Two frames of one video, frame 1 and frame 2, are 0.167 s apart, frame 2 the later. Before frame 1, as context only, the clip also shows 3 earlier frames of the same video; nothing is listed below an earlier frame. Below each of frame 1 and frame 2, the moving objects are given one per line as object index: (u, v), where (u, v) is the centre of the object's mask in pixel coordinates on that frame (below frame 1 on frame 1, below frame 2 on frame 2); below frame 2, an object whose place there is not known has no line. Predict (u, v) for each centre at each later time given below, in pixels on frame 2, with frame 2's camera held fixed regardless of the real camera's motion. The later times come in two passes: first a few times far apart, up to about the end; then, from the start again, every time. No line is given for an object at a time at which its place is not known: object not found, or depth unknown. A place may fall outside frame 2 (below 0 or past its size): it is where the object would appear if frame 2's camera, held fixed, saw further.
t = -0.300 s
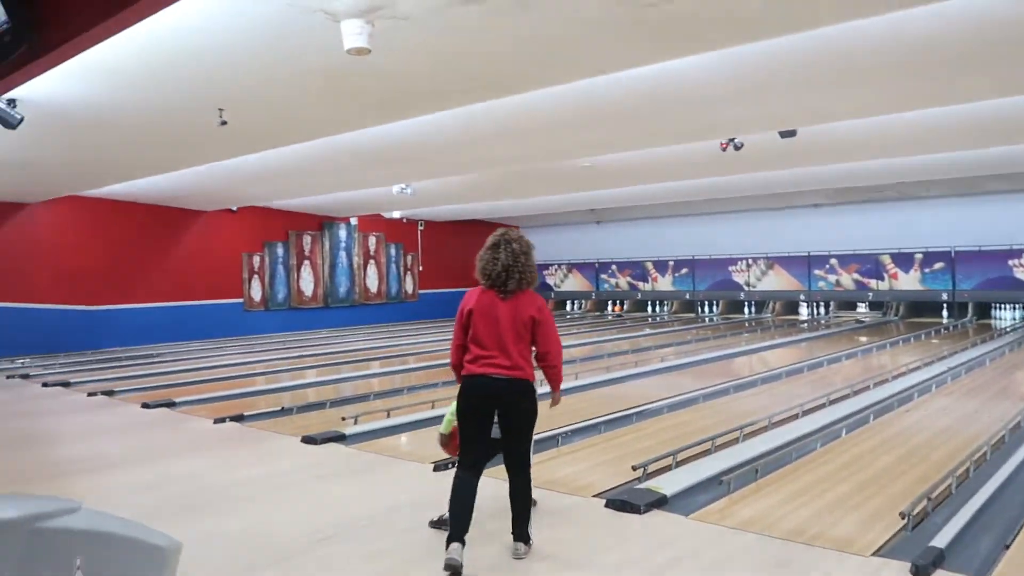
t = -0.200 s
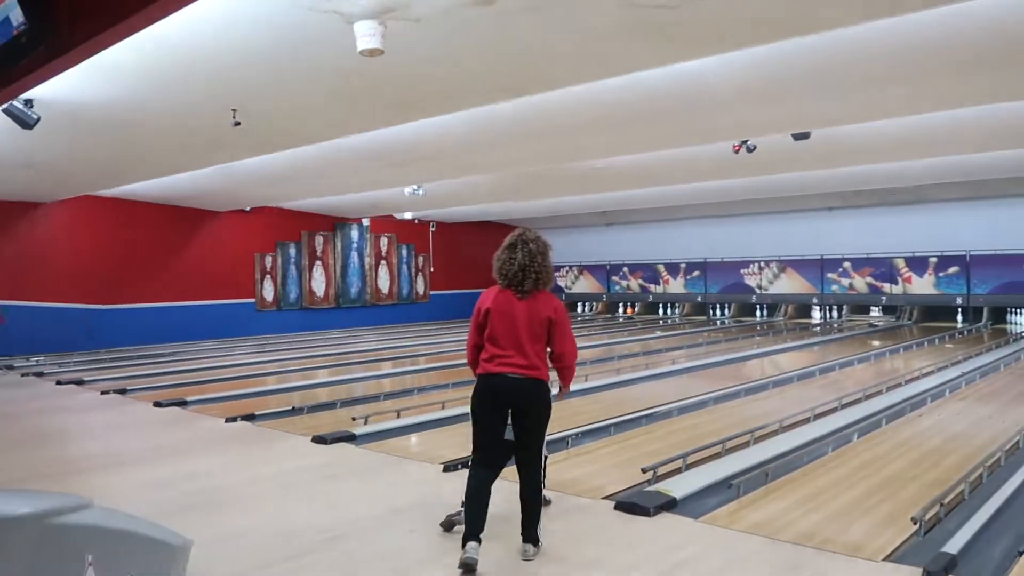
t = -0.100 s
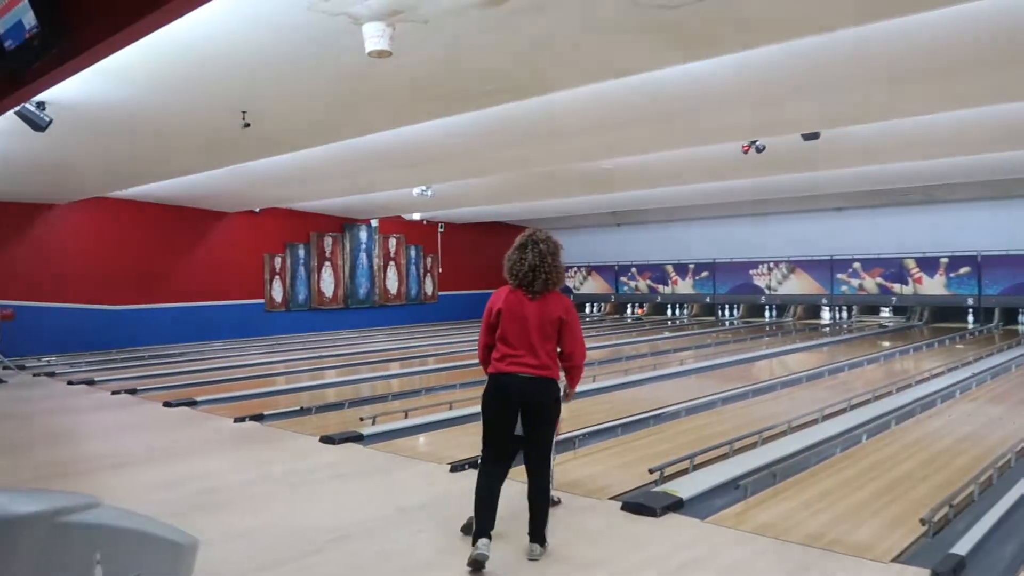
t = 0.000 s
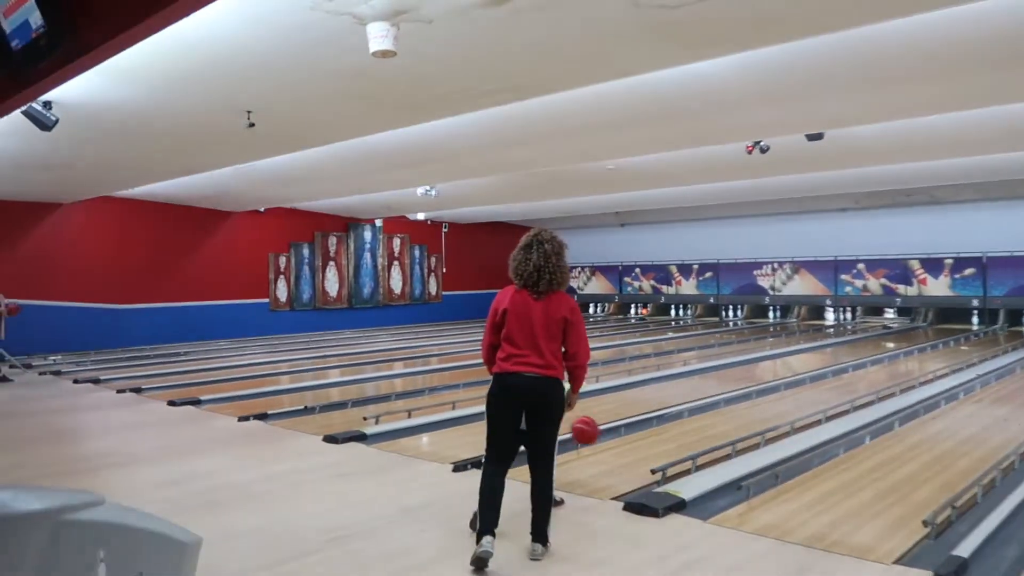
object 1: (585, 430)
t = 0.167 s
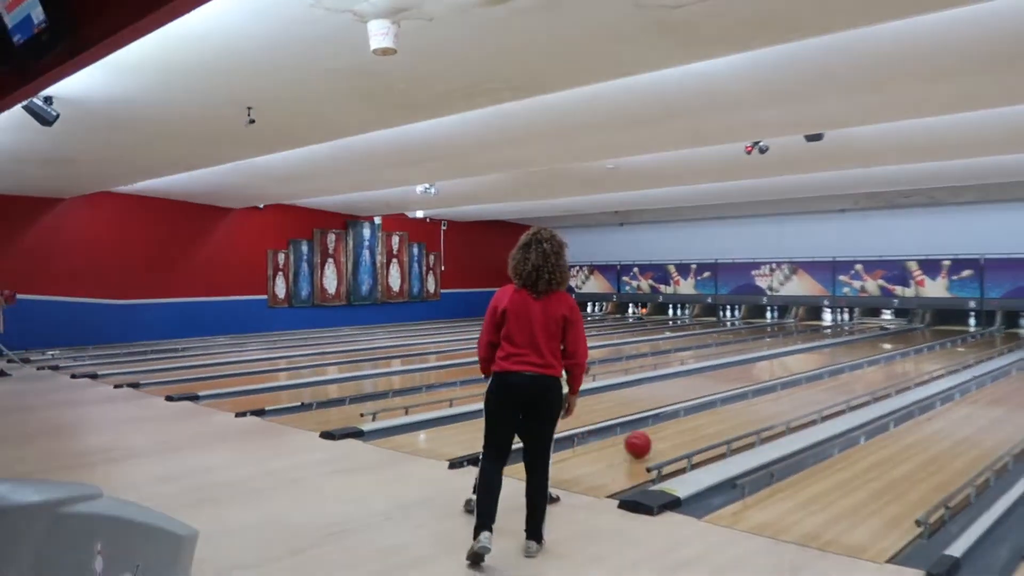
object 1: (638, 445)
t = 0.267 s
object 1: (667, 439)
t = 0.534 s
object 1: (733, 420)
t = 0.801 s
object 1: (786, 406)
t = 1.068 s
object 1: (828, 394)
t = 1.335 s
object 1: (864, 384)
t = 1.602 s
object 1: (893, 375)
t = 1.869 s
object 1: (918, 368)
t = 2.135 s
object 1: (938, 363)
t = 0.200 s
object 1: (648, 441)
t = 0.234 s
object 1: (658, 439)
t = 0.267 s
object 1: (667, 439)
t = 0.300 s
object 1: (677, 436)
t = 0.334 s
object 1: (685, 434)
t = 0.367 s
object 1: (694, 431)
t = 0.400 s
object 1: (702, 429)
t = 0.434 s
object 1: (710, 427)
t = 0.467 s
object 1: (718, 425)
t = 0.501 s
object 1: (726, 423)
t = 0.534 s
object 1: (733, 420)
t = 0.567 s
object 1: (741, 418)
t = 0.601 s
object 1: (748, 416)
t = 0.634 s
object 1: (754, 415)
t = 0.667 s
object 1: (761, 413)
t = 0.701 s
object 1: (767, 411)
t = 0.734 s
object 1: (774, 409)
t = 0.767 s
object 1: (780, 407)
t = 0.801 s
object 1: (786, 406)
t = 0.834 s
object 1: (791, 404)
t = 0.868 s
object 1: (797, 403)
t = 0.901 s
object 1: (803, 401)
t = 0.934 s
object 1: (808, 399)
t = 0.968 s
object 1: (813, 398)
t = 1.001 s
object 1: (818, 396)
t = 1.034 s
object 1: (823, 395)
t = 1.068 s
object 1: (828, 394)
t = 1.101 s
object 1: (833, 392)
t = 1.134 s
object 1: (838, 391)
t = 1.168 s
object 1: (842, 390)
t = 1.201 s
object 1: (847, 389)
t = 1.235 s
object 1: (851, 387)
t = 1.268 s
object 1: (855, 386)
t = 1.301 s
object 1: (860, 385)
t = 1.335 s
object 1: (864, 384)
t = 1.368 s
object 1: (868, 382)
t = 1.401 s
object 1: (872, 381)
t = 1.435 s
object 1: (876, 380)
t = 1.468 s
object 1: (879, 379)
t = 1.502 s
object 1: (883, 378)
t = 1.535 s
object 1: (886, 377)
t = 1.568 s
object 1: (890, 376)
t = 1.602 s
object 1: (893, 375)
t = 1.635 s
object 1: (896, 374)
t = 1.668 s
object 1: (899, 373)
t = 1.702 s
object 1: (903, 372)
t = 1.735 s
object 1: (906, 371)
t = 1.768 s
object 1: (909, 370)
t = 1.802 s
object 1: (911, 369)
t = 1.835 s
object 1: (915, 368)
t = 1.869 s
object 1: (918, 368)
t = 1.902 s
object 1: (921, 367)
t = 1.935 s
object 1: (923, 366)
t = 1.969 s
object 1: (926, 365)
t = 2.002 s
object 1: (929, 365)
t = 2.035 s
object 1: (931, 364)
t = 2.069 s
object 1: (934, 363)
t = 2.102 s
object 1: (936, 363)
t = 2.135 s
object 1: (938, 363)
